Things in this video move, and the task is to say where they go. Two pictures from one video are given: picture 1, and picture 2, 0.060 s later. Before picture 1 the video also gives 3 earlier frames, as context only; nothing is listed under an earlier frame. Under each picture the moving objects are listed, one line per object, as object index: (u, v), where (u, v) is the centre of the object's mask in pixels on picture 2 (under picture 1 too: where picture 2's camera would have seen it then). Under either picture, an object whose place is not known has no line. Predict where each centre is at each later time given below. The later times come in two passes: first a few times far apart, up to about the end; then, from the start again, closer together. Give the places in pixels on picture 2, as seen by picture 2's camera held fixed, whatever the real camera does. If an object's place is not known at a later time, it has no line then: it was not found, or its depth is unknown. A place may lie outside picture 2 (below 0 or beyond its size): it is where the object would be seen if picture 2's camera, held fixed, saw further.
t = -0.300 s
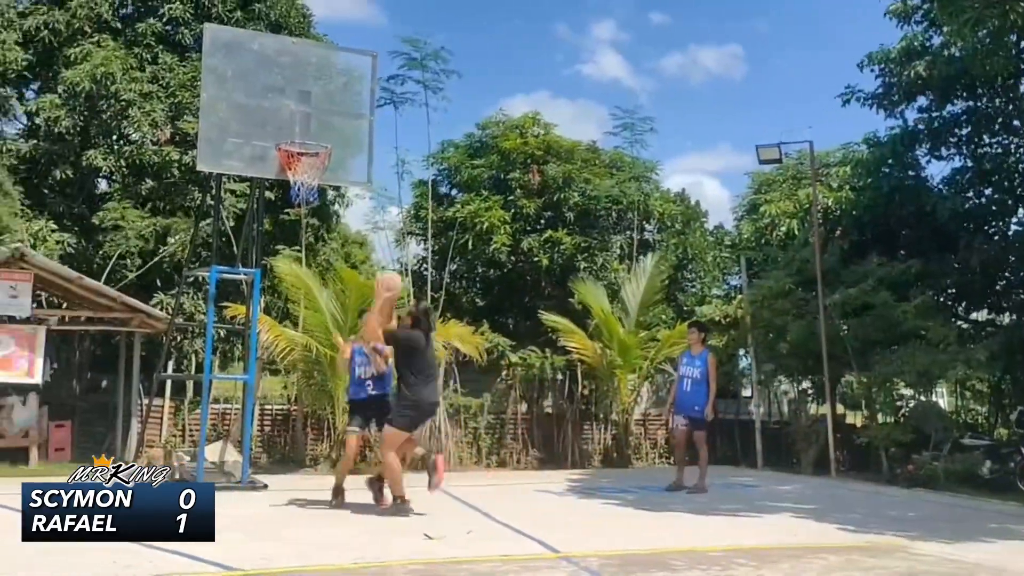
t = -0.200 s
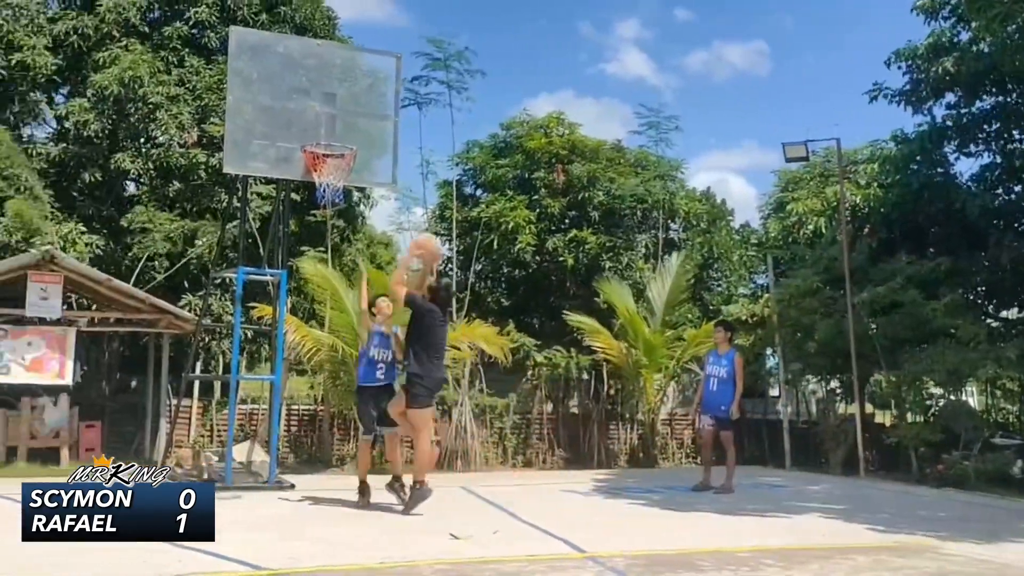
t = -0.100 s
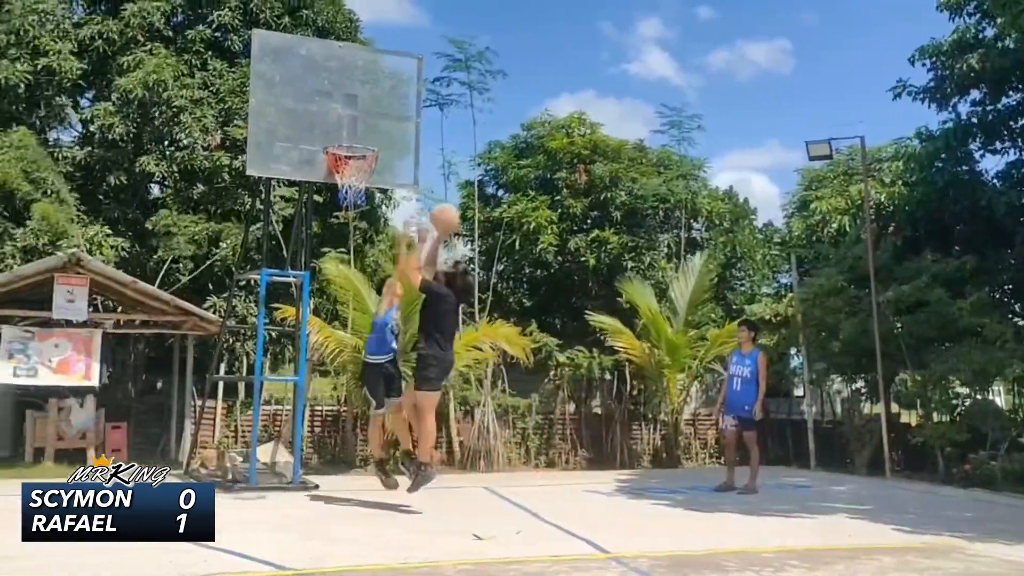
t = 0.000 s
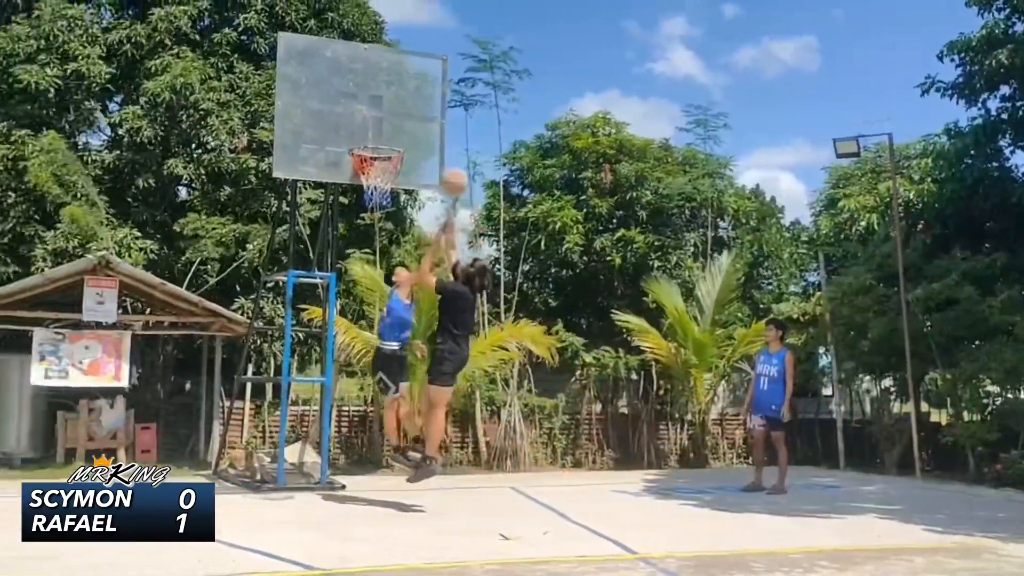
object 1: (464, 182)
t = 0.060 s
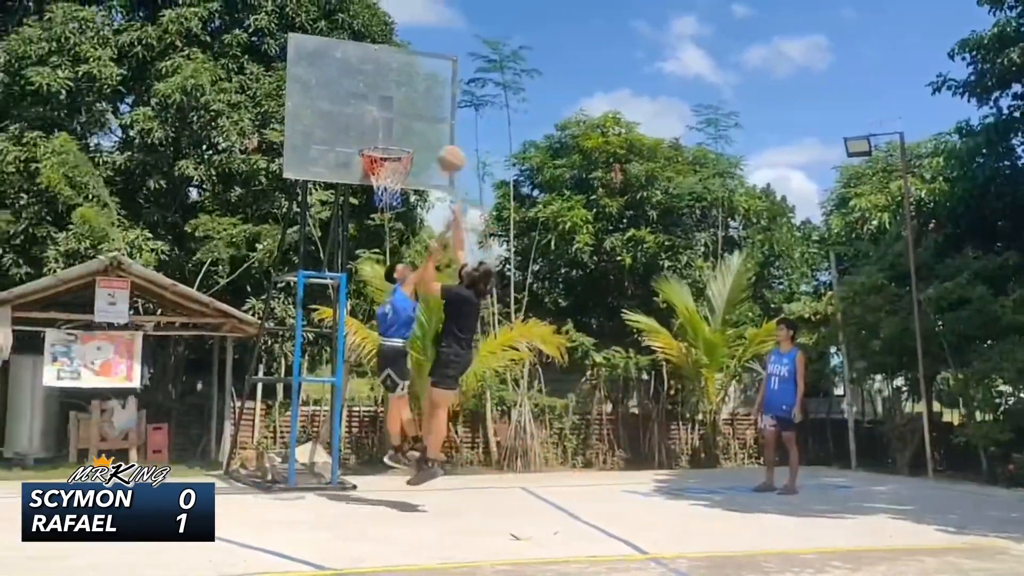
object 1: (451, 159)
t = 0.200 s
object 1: (421, 123)
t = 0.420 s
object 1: (392, 111)
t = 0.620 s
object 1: (380, 141)
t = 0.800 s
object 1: (383, 202)
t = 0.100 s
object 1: (442, 147)
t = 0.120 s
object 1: (438, 141)
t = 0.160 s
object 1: (430, 131)
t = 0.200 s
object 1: (421, 123)
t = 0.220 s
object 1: (417, 120)
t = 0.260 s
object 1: (408, 114)
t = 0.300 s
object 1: (400, 111)
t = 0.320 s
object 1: (398, 110)
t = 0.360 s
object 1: (396, 109)
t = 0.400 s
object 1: (393, 110)
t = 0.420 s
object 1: (392, 111)
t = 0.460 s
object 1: (390, 114)
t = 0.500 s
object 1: (388, 119)
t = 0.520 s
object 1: (387, 124)
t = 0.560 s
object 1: (383, 131)
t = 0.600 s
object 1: (381, 138)
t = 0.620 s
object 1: (380, 141)
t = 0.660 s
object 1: (375, 162)
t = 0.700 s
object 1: (377, 172)
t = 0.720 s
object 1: (379, 179)
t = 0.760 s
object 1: (384, 195)
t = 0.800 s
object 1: (383, 202)
